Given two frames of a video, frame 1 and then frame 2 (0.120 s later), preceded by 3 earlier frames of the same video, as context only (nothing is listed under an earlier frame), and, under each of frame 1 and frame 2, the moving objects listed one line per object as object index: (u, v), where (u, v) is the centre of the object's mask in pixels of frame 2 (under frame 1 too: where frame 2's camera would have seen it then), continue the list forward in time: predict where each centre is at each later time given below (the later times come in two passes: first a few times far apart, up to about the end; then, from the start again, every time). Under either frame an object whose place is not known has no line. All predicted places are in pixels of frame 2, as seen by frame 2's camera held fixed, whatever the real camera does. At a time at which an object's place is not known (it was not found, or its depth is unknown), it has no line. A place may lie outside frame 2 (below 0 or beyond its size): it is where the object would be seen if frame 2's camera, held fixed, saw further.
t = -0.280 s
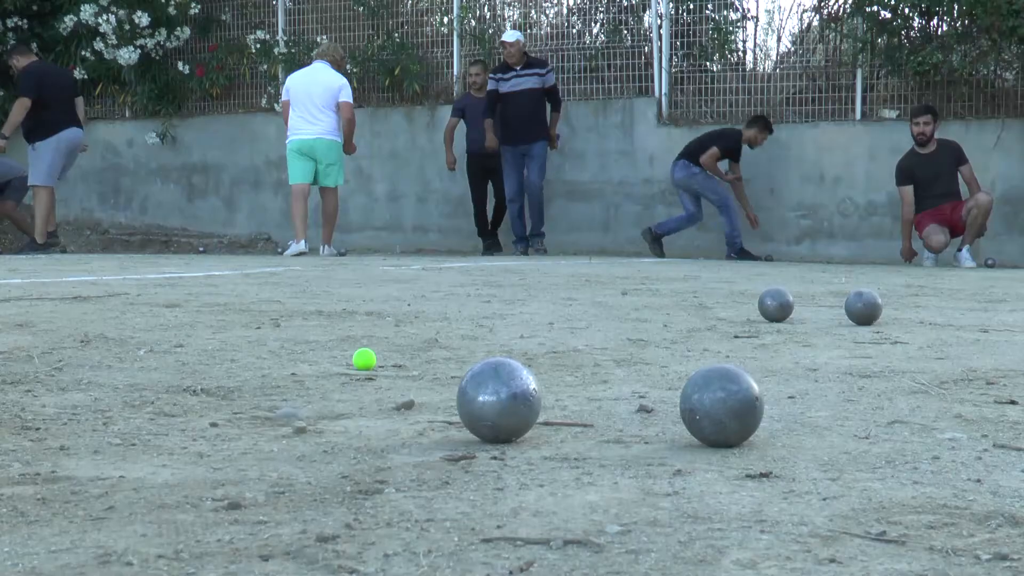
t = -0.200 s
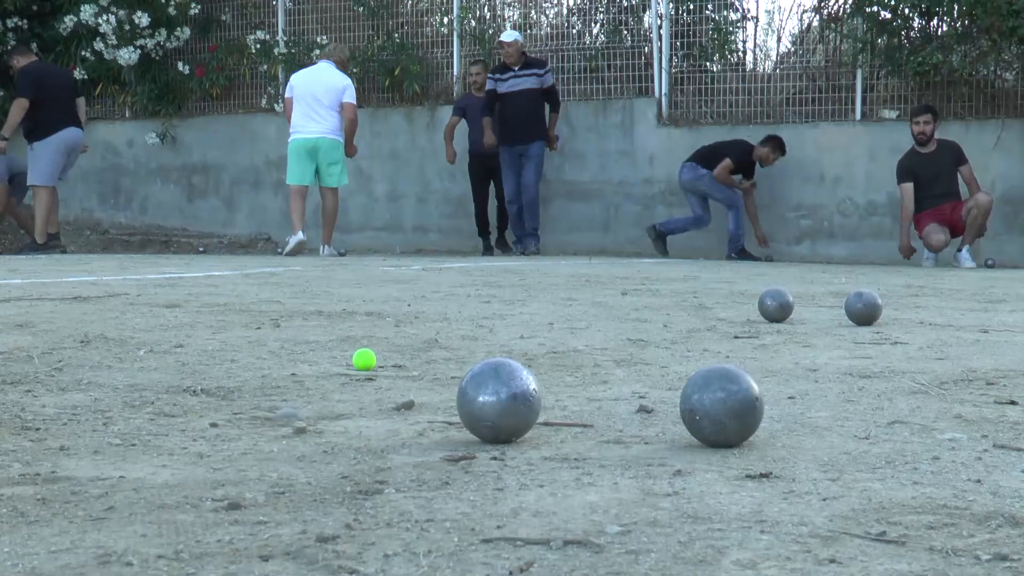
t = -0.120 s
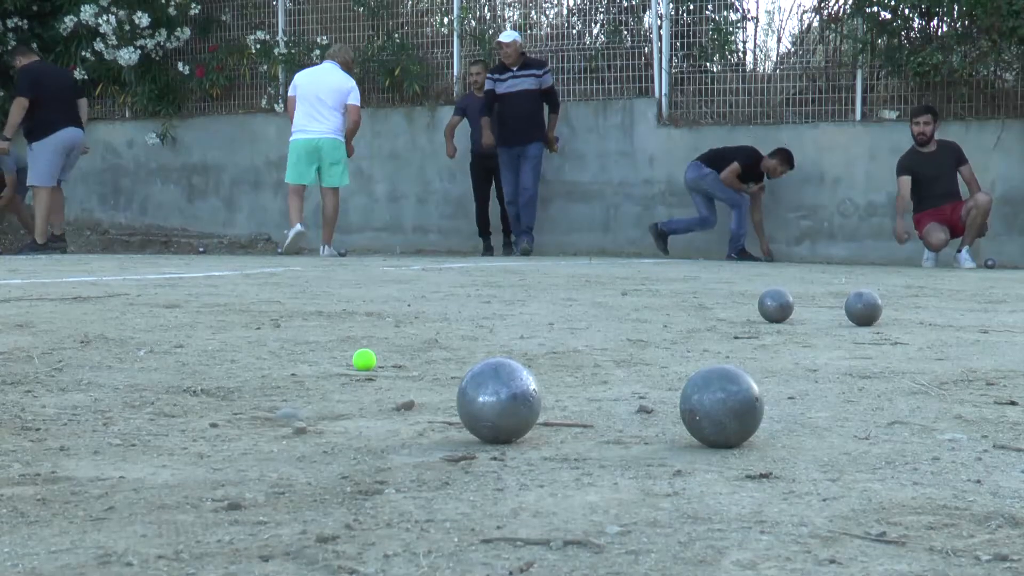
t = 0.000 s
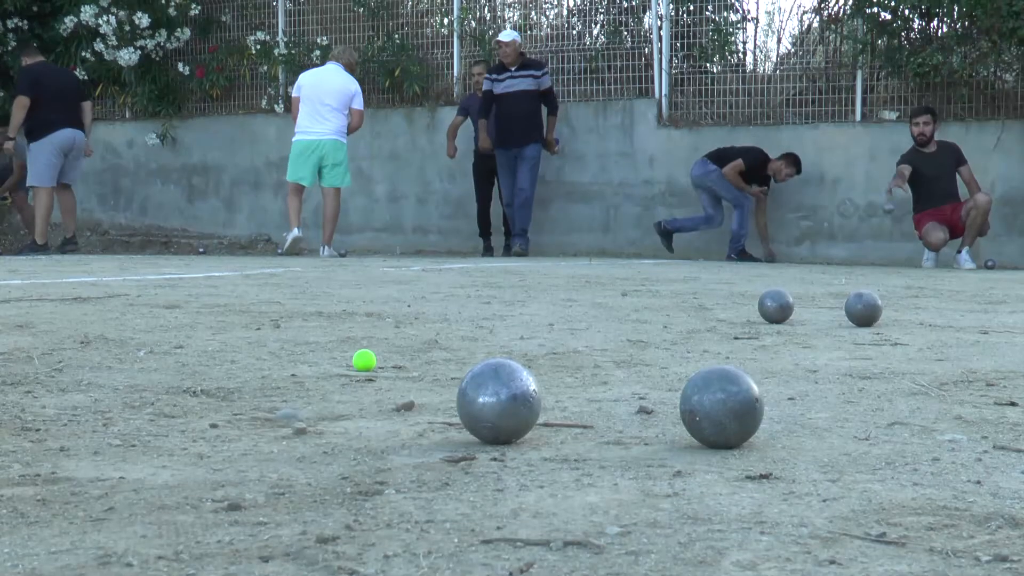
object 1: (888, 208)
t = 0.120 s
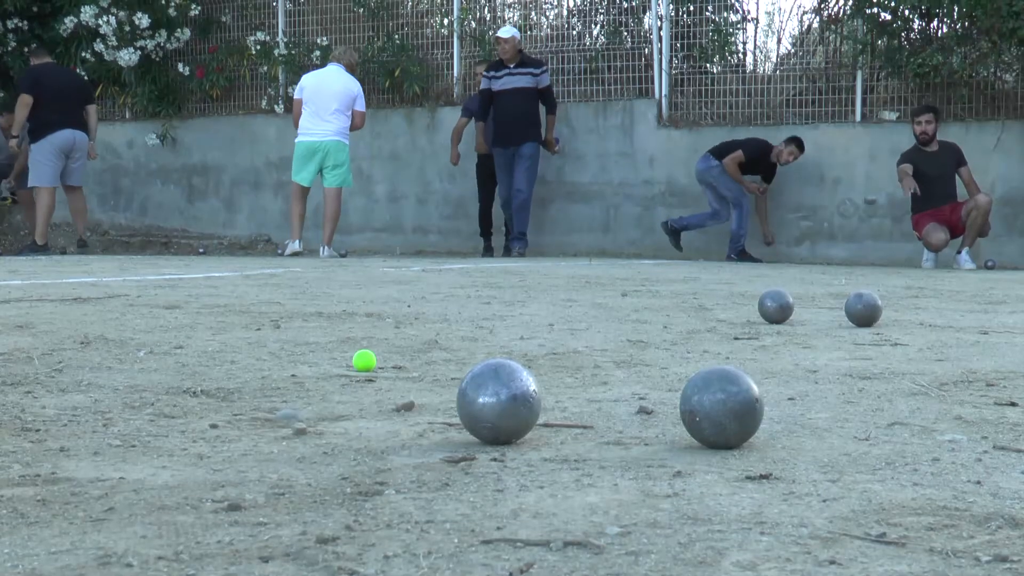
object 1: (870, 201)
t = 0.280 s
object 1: (842, 226)
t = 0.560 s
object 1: (790, 265)
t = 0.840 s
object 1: (743, 267)
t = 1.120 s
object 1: (694, 272)
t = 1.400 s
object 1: (637, 266)
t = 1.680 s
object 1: (588, 276)
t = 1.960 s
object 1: (535, 281)
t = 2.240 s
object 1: (485, 289)
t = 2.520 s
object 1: (437, 298)
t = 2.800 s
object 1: (378, 304)
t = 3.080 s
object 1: (317, 317)
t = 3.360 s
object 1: (262, 336)
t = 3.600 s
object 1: (219, 355)
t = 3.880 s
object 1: (179, 374)
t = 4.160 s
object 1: (169, 388)
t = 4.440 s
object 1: (147, 398)
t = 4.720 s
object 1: (160, 410)
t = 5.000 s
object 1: (183, 420)
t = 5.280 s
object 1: (197, 427)
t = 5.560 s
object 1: (182, 433)
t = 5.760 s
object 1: (177, 434)
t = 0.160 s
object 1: (864, 203)
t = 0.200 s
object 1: (856, 208)
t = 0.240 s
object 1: (849, 214)
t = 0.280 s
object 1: (842, 226)
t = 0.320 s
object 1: (835, 240)
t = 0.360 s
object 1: (826, 263)
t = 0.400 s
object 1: (819, 263)
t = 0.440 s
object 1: (812, 261)
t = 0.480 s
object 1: (804, 262)
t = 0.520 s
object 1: (797, 265)
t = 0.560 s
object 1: (790, 265)
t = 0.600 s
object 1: (784, 265)
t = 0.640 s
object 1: (778, 265)
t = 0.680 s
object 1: (771, 265)
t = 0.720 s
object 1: (764, 266)
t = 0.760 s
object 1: (757, 267)
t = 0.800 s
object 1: (751, 267)
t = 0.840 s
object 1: (743, 267)
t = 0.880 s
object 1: (737, 268)
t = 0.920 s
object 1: (729, 268)
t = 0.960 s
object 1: (723, 269)
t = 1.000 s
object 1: (716, 269)
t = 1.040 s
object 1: (709, 270)
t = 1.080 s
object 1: (701, 272)
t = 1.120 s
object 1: (694, 272)
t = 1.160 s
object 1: (686, 272)
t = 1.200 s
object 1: (678, 272)
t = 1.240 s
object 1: (670, 274)
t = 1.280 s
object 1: (661, 273)
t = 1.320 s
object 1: (652, 271)
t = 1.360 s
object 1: (645, 266)
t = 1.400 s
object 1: (637, 266)
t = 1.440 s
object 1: (629, 271)
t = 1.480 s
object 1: (622, 272)
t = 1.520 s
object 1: (615, 274)
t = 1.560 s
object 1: (607, 274)
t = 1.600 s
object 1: (600, 275)
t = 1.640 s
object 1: (594, 274)
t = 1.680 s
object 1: (588, 276)
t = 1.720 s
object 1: (580, 276)
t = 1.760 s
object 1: (572, 278)
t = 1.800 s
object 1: (565, 276)
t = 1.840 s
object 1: (558, 279)
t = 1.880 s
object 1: (550, 279)
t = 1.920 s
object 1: (543, 281)
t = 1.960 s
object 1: (535, 281)
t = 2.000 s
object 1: (528, 282)
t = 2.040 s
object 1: (520, 283)
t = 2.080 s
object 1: (512, 284)
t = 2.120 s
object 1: (505, 284)
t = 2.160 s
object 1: (498, 284)
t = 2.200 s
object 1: (491, 288)
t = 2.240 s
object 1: (485, 289)
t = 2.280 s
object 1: (479, 290)
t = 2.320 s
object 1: (472, 291)
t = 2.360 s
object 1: (465, 294)
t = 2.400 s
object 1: (458, 295)
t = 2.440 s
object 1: (452, 296)
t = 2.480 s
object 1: (445, 298)
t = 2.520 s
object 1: (437, 298)
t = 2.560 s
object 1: (430, 300)
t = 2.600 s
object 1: (422, 301)
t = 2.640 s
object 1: (413, 301)
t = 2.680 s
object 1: (405, 302)
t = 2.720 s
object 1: (397, 300)
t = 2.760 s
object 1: (388, 298)
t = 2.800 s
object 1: (378, 304)
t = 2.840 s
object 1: (370, 303)
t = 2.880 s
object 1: (362, 308)
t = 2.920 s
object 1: (353, 310)
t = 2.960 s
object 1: (343, 313)
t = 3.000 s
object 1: (335, 314)
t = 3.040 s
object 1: (326, 316)
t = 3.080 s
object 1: (317, 317)
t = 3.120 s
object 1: (308, 322)
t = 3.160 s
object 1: (300, 322)
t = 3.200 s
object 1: (293, 326)
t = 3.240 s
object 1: (285, 326)
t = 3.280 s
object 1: (278, 330)
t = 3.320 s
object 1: (269, 333)
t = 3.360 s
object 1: (262, 336)
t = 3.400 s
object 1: (255, 339)
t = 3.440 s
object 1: (248, 341)
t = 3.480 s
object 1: (242, 344)
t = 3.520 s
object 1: (234, 346)
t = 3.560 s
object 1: (227, 352)
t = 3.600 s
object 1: (219, 355)
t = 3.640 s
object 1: (212, 361)
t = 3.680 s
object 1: (203, 368)
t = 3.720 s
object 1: (196, 363)
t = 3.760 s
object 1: (189, 367)
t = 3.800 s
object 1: (185, 369)
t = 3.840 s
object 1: (181, 372)
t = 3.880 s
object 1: (179, 374)
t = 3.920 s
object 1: (176, 377)
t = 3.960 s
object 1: (176, 379)
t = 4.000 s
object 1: (176, 383)
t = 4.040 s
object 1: (175, 384)
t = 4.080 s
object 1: (173, 386)
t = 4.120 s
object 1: (171, 388)
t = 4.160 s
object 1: (169, 388)
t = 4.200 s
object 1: (166, 390)
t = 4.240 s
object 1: (163, 392)
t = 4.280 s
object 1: (160, 394)
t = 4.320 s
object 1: (156, 395)
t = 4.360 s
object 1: (153, 396)
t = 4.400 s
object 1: (150, 397)
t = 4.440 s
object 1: (147, 398)
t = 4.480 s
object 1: (145, 400)
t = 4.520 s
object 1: (145, 401)
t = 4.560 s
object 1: (148, 402)
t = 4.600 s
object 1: (151, 406)
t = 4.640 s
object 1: (155, 407)
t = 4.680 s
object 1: (158, 408)
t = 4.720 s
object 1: (160, 410)
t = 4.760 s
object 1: (163, 411)
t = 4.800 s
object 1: (167, 413)
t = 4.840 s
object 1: (172, 414)
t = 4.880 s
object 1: (175, 417)
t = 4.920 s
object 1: (178, 418)
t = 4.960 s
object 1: (181, 419)
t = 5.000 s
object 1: (183, 420)
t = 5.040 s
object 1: (187, 421)
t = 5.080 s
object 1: (191, 422)
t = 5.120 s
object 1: (195, 423)
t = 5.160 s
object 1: (199, 424)
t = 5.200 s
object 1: (200, 424)
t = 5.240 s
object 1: (199, 425)
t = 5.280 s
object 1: (197, 427)
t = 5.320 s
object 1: (195, 428)
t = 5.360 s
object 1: (193, 429)
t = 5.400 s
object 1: (189, 430)
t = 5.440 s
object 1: (187, 431)
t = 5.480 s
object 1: (185, 432)
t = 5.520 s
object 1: (183, 432)
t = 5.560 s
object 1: (182, 433)
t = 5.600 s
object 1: (180, 433)
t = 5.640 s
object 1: (179, 433)
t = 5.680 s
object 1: (178, 433)
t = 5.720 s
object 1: (178, 434)
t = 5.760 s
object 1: (177, 434)
